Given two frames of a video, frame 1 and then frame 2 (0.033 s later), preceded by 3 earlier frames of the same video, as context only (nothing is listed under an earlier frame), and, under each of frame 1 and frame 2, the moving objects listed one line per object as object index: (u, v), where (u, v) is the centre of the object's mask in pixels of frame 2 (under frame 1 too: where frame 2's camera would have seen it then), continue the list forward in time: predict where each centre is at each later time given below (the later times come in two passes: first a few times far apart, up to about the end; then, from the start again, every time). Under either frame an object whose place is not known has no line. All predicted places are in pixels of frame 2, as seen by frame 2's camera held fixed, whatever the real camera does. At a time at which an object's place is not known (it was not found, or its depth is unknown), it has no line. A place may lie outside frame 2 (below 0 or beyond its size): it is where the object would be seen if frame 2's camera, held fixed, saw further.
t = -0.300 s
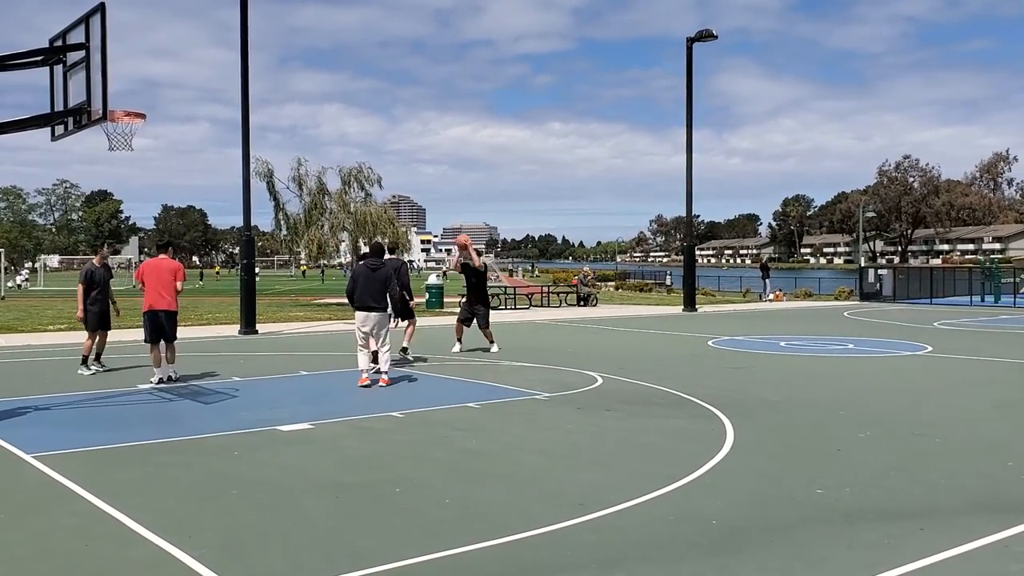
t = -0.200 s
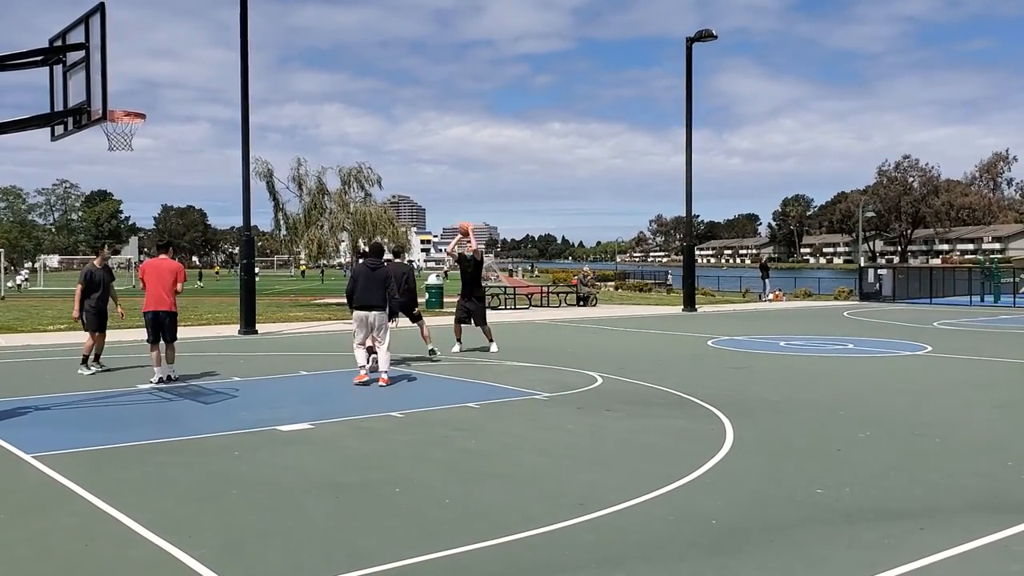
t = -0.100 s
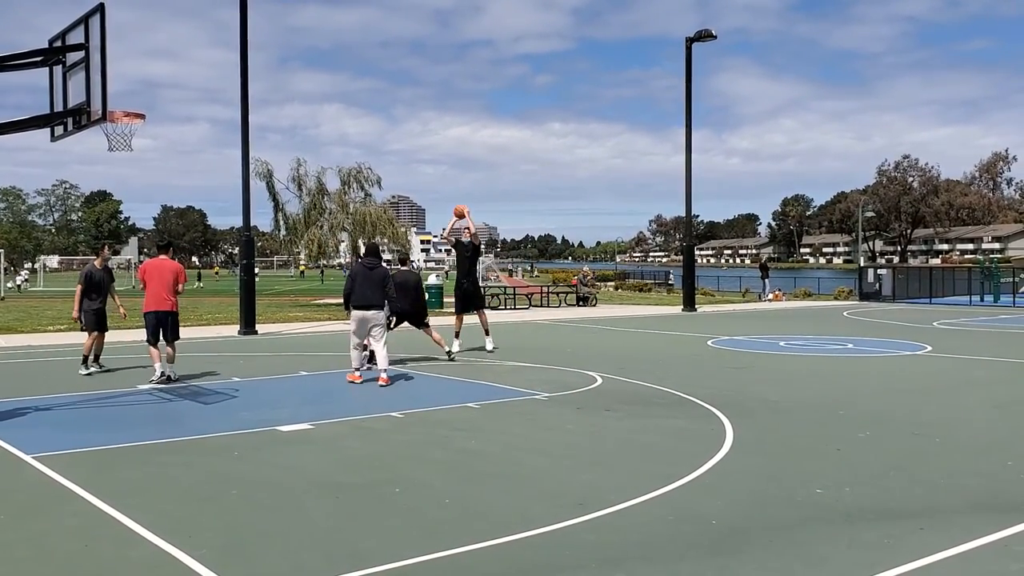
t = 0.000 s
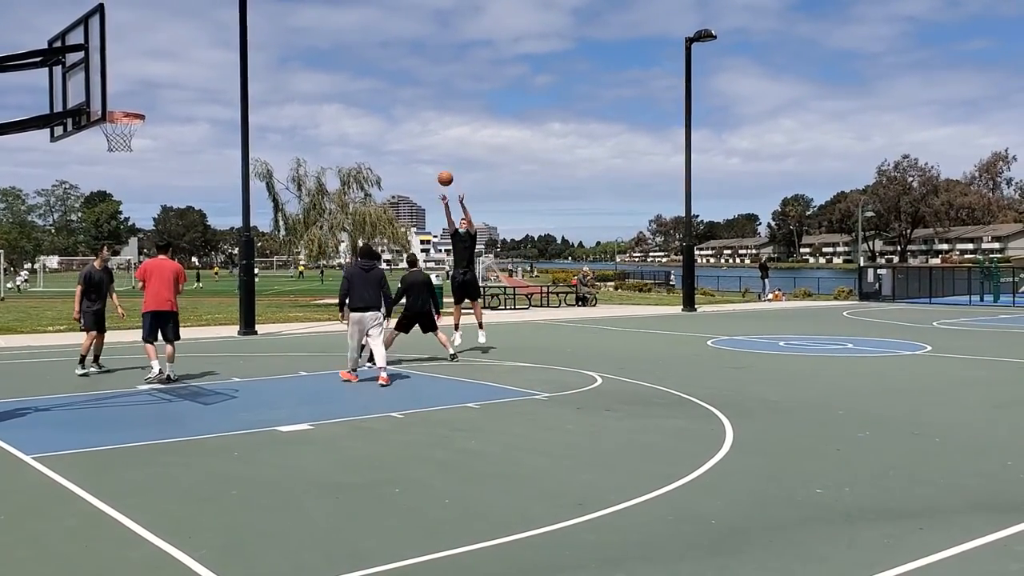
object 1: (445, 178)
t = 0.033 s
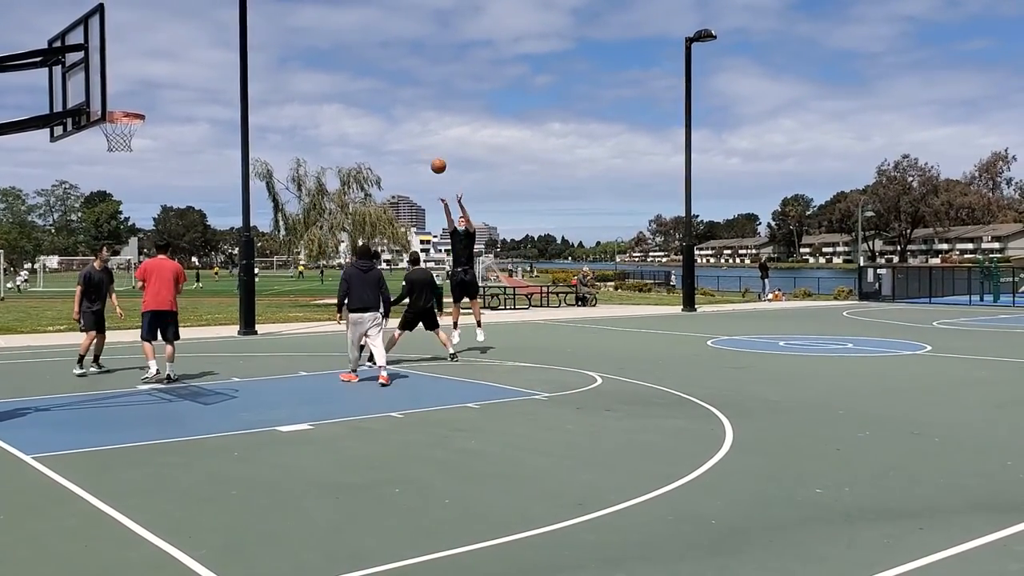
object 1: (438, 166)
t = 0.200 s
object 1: (401, 110)
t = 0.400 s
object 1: (353, 60)
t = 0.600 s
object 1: (300, 33)
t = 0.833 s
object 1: (229, 37)
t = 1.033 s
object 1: (159, 80)
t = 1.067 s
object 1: (146, 91)
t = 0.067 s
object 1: (431, 154)
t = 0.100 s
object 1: (423, 142)
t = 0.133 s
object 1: (416, 131)
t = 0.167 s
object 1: (409, 120)
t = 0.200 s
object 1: (401, 110)
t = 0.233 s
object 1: (393, 100)
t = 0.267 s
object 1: (386, 91)
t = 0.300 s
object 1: (378, 82)
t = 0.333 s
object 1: (369, 74)
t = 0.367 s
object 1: (361, 67)
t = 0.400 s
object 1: (353, 60)
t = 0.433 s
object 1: (344, 53)
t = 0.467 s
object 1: (336, 47)
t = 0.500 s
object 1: (327, 43)
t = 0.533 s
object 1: (318, 39)
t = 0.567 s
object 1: (309, 35)
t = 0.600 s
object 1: (300, 33)
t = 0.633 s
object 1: (290, 31)
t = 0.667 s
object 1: (281, 29)
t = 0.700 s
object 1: (271, 29)
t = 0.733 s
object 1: (261, 30)
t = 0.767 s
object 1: (250, 32)
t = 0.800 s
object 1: (240, 33)
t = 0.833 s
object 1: (229, 37)
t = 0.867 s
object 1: (218, 41)
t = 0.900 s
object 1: (207, 47)
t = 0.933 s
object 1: (195, 53)
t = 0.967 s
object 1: (183, 61)
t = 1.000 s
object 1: (171, 69)
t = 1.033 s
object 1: (159, 80)
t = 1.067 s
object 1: (146, 91)
